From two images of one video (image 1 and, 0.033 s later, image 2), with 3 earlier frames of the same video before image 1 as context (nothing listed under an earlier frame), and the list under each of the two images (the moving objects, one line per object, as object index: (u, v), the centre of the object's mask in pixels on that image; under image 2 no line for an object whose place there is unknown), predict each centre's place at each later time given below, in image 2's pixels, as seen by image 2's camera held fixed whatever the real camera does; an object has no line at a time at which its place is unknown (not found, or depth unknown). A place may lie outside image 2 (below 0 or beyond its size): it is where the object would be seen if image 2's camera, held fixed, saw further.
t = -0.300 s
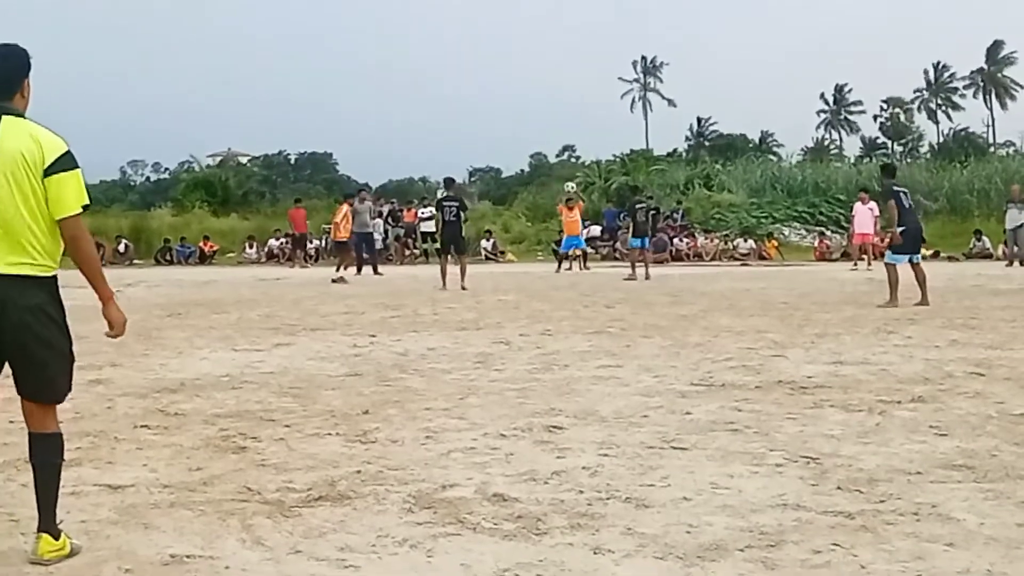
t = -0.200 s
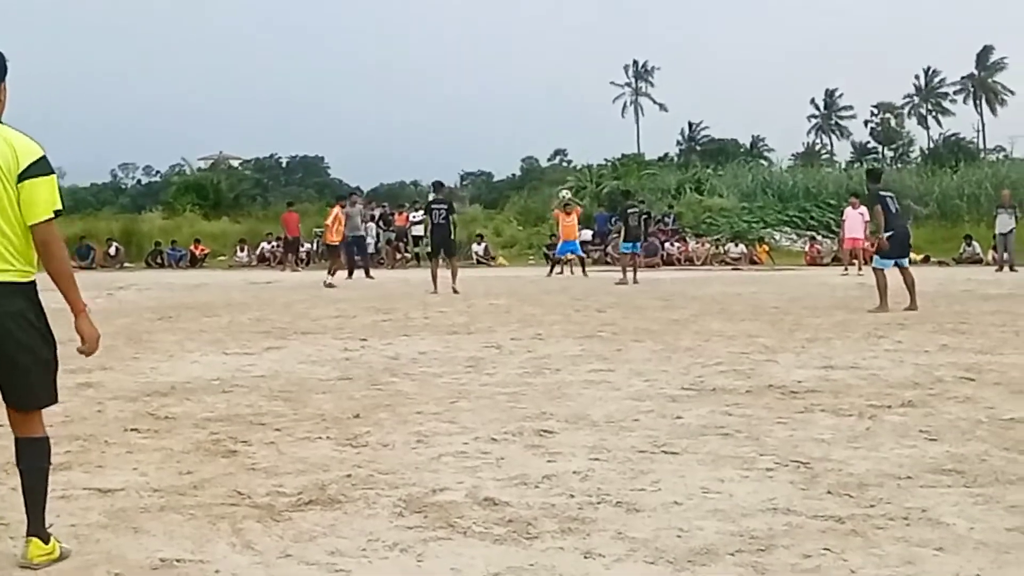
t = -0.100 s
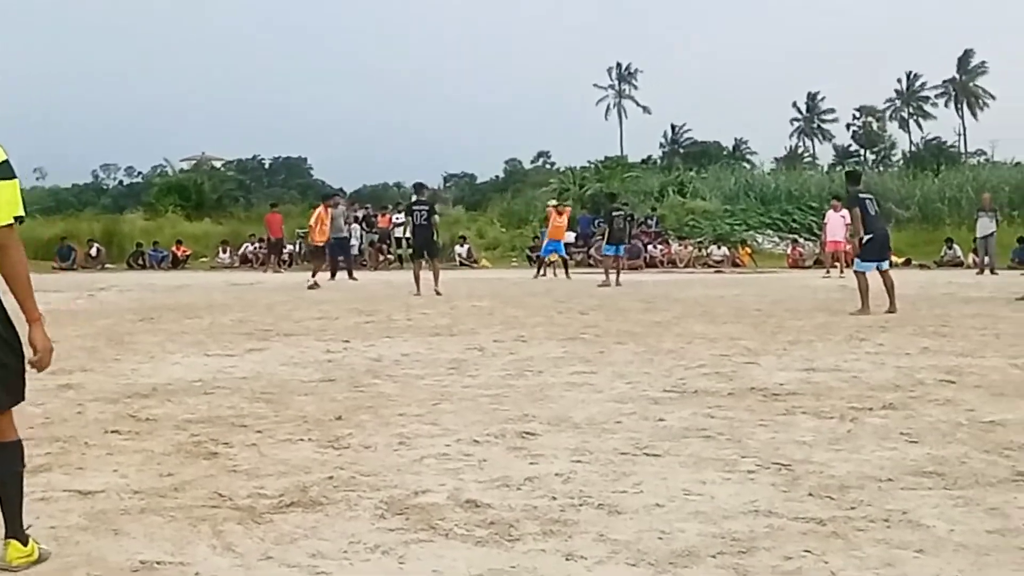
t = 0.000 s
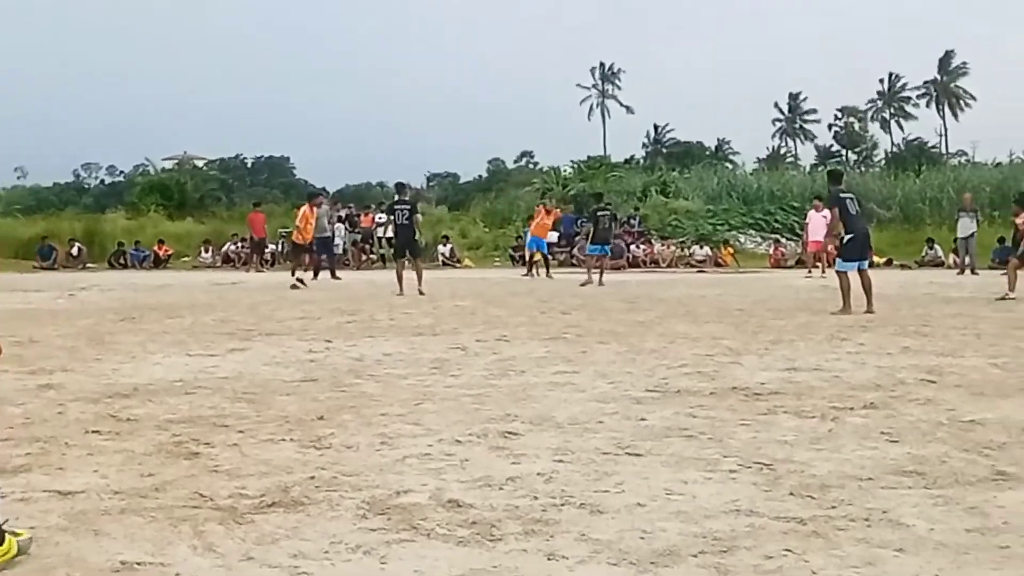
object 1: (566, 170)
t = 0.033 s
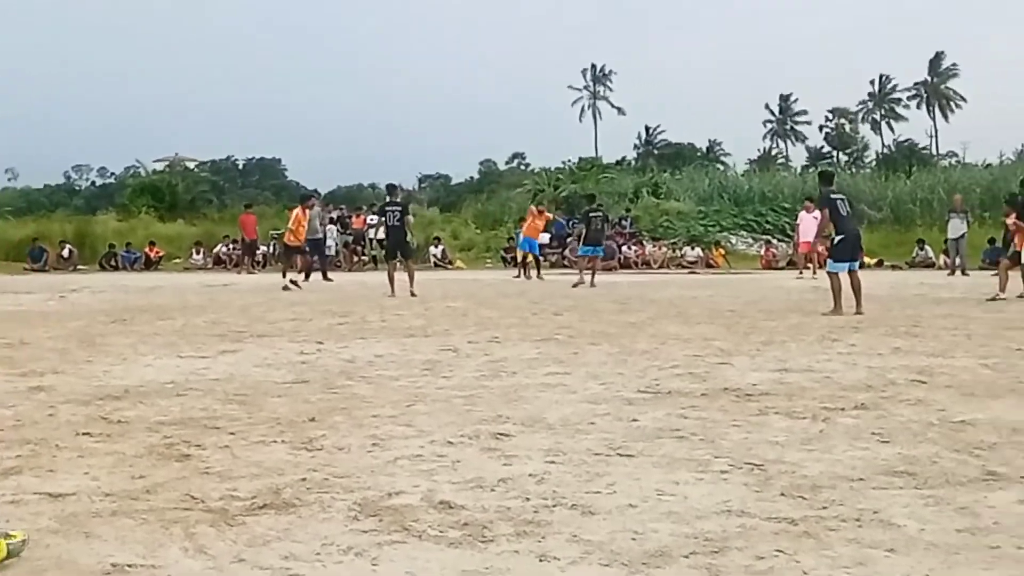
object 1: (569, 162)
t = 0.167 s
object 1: (624, 120)
